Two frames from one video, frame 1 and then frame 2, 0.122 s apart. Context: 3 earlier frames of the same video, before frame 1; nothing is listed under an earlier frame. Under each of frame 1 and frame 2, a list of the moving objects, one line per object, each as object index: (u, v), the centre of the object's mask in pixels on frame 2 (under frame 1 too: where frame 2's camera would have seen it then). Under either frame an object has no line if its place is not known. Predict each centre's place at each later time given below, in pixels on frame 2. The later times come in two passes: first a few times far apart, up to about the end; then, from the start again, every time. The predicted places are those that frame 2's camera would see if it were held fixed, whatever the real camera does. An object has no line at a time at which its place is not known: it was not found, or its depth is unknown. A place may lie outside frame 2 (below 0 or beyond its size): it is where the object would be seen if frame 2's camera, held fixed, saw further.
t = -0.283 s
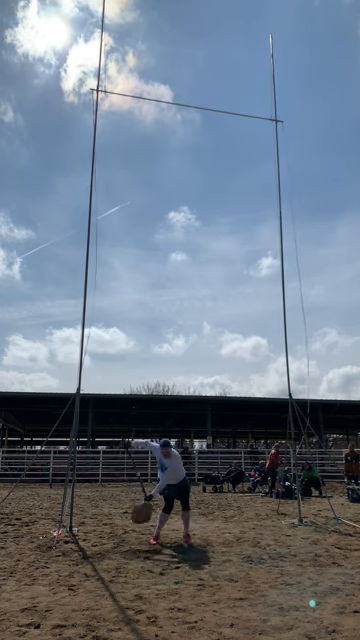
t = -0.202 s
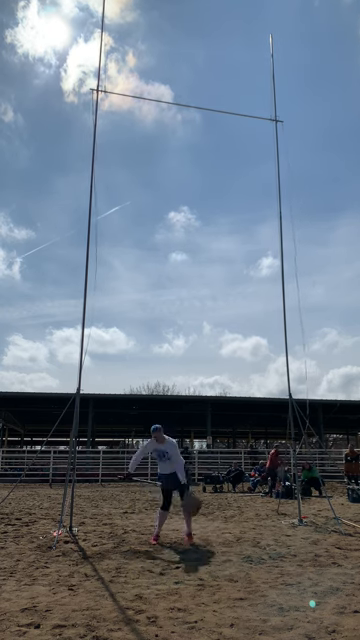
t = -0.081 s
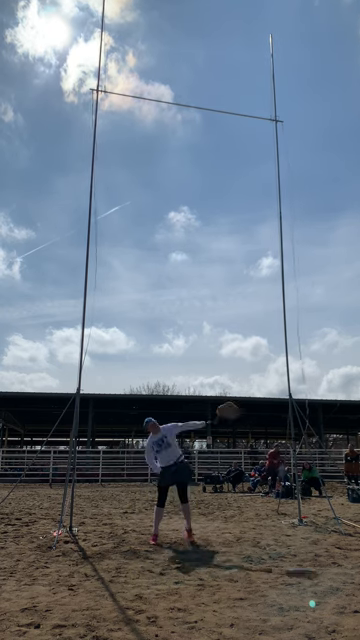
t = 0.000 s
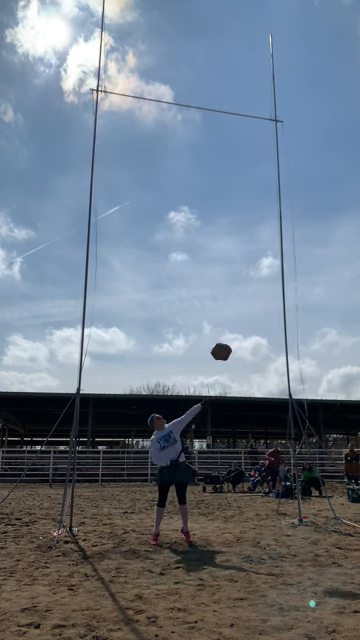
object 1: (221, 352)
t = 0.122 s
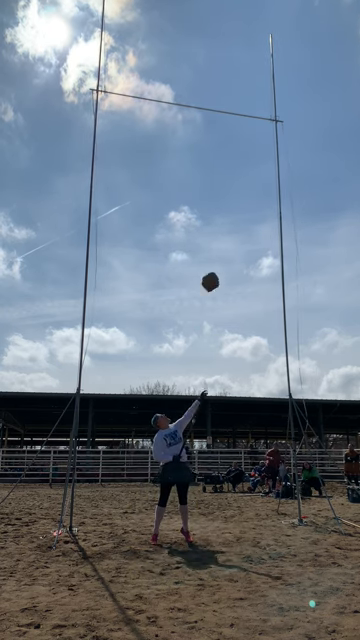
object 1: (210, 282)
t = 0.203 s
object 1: (204, 244)
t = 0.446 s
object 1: (188, 166)
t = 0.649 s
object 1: (176, 132)
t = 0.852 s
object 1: (165, 119)
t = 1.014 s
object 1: (157, 121)
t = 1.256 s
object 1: (146, 142)
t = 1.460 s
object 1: (138, 175)
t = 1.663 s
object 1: (129, 221)
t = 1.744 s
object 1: (126, 243)
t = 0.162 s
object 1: (207, 262)
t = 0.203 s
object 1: (204, 244)
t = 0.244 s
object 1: (201, 228)
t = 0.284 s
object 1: (198, 213)
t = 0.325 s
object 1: (195, 200)
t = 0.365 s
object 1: (193, 187)
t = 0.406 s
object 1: (190, 176)
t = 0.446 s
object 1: (188, 166)
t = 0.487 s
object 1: (185, 158)
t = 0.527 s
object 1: (183, 150)
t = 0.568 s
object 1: (180, 143)
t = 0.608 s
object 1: (178, 137)
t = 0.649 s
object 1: (176, 132)
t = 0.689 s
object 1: (173, 128)
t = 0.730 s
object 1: (171, 124)
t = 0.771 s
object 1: (169, 122)
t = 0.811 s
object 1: (167, 120)
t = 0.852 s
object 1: (165, 119)
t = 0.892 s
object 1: (163, 119)
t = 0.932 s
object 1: (161, 119)
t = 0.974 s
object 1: (159, 120)
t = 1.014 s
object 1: (157, 121)
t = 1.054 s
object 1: (155, 123)
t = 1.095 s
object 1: (153, 126)
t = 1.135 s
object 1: (151, 129)
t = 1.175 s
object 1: (150, 133)
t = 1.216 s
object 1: (148, 137)
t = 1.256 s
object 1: (146, 142)
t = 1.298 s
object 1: (144, 148)
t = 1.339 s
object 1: (143, 154)
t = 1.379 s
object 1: (141, 160)
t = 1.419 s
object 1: (139, 167)
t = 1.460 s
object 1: (138, 175)
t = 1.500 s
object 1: (136, 183)
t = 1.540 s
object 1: (134, 191)
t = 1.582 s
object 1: (133, 201)
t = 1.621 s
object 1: (131, 210)
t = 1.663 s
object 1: (129, 221)
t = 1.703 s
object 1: (127, 232)
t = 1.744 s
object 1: (126, 243)
